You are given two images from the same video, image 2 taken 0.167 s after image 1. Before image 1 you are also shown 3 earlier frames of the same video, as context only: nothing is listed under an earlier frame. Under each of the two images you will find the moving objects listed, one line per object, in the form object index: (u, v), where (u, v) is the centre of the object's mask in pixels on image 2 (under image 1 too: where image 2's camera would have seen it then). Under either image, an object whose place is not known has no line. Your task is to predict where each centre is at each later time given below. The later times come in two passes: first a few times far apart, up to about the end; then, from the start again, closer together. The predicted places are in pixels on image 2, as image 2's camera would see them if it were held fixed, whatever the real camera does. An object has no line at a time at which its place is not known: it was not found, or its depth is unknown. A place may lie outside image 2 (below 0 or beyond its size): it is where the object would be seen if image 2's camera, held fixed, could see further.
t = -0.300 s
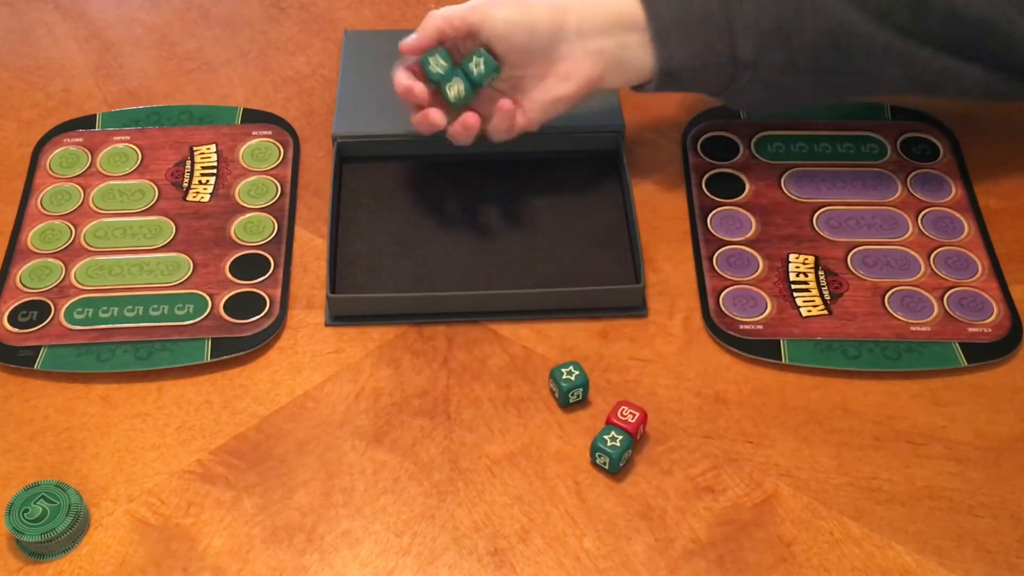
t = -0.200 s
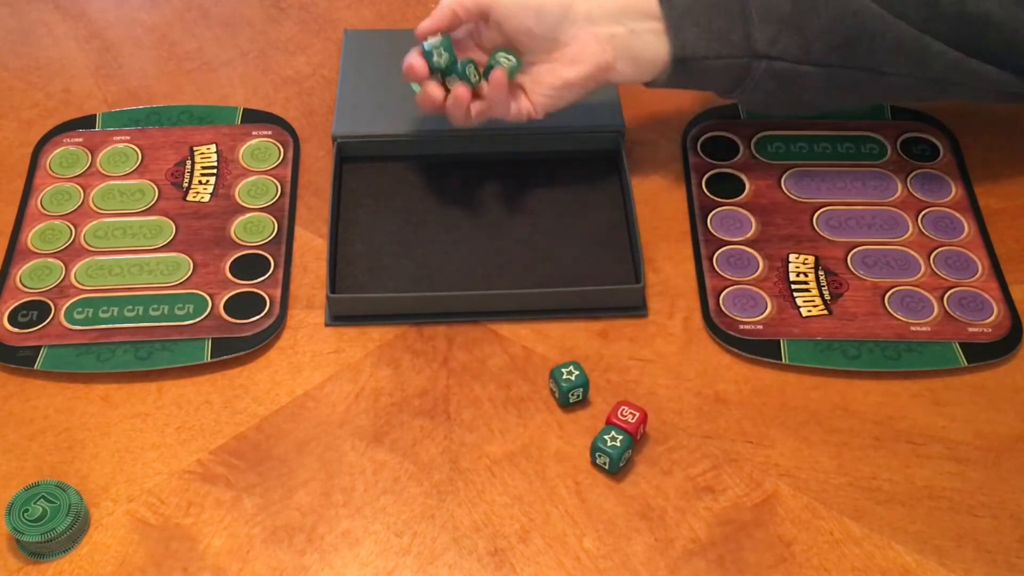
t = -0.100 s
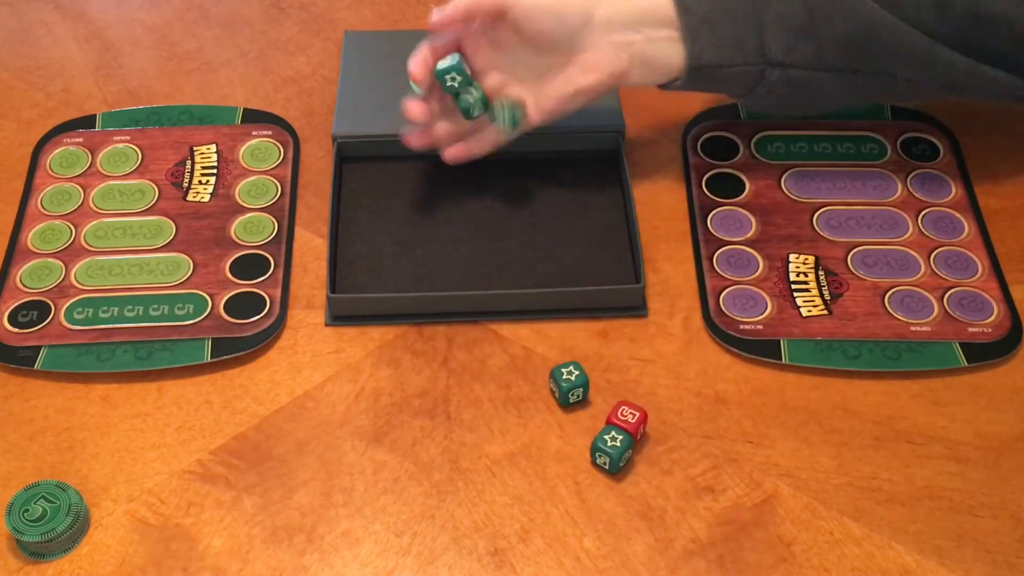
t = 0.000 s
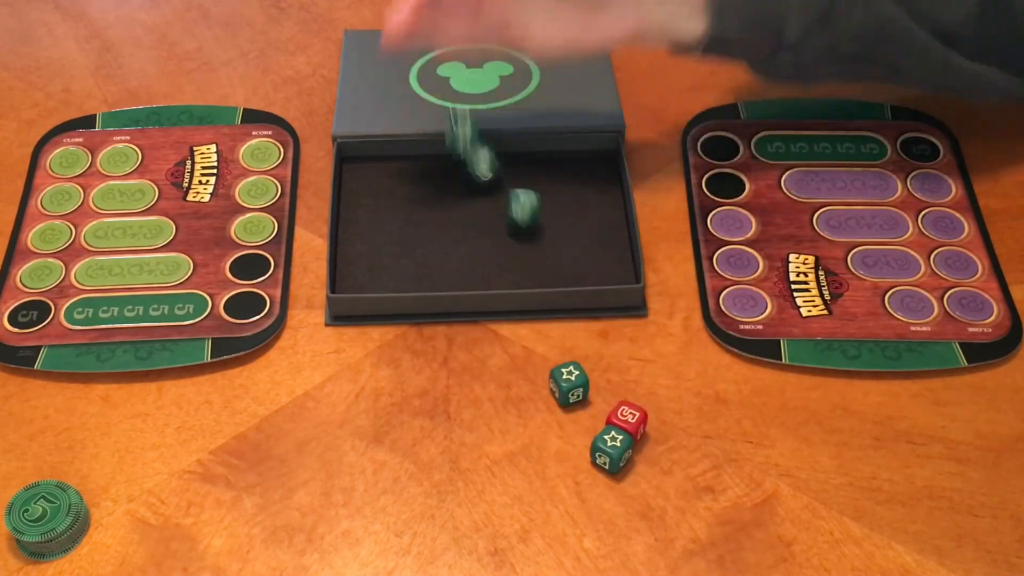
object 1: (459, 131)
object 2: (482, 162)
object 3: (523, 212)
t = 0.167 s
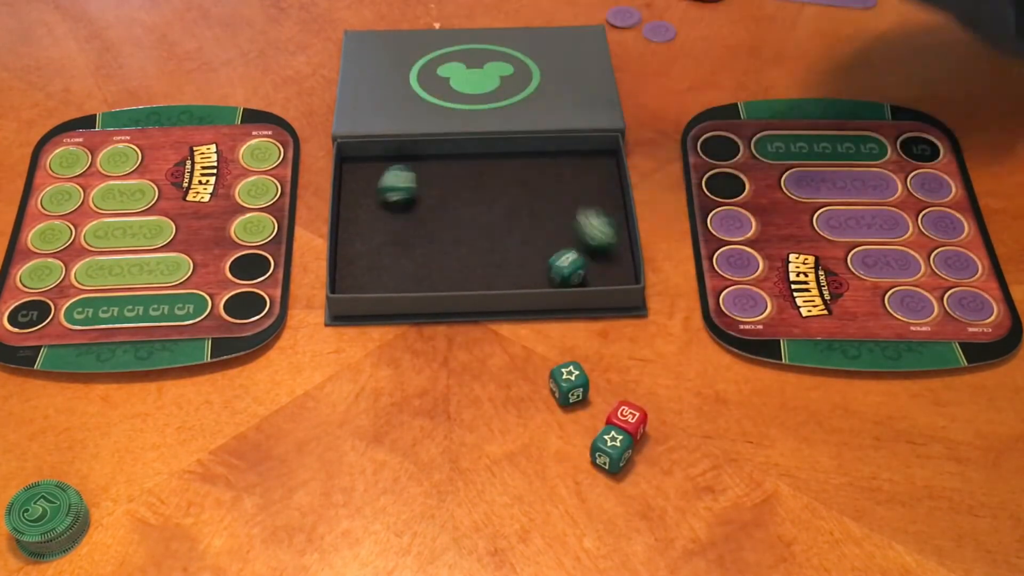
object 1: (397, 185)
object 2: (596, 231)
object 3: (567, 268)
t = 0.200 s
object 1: (382, 188)
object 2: (613, 245)
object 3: (572, 260)
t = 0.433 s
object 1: (358, 198)
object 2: (606, 274)
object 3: (520, 268)
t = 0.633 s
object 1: (362, 200)
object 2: (606, 274)
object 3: (519, 270)
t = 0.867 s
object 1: (363, 201)
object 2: (606, 274)
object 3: (519, 270)
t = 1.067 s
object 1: (363, 201)
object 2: (606, 274)
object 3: (519, 270)
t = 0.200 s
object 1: (382, 188)
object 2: (613, 245)
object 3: (572, 260)
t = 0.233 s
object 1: (373, 188)
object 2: (614, 260)
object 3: (571, 257)
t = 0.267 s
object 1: (361, 187)
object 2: (617, 269)
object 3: (559, 257)
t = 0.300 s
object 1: (356, 187)
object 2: (615, 271)
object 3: (547, 259)
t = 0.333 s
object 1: (359, 190)
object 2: (610, 274)
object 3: (538, 261)
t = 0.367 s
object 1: (360, 195)
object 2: (607, 274)
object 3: (529, 266)
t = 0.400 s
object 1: (358, 196)
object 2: (606, 274)
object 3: (523, 266)
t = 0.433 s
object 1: (358, 198)
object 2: (606, 274)
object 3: (520, 268)
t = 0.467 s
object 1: (358, 200)
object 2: (606, 274)
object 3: (519, 270)
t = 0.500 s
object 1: (359, 202)
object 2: (606, 274)
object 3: (519, 270)
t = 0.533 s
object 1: (361, 201)
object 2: (606, 274)
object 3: (519, 270)
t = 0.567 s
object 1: (362, 201)
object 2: (606, 274)
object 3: (519, 270)
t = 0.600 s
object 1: (362, 200)
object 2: (606, 274)
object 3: (519, 270)
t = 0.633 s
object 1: (362, 200)
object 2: (606, 274)
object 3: (519, 270)
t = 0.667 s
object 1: (362, 200)
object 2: (606, 274)
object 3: (519, 270)
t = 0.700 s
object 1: (362, 200)
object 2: (606, 274)
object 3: (519, 270)
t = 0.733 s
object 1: (362, 201)
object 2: (606, 274)
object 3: (519, 270)
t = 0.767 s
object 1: (362, 201)
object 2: (606, 274)
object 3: (519, 270)
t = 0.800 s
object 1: (362, 201)
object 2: (606, 274)
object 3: (519, 270)
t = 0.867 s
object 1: (363, 201)
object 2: (606, 274)
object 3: (519, 270)
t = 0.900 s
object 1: (363, 201)
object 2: (606, 274)
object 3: (519, 270)
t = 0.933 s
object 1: (363, 201)
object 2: (606, 274)
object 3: (519, 270)
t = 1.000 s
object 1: (363, 201)
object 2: (606, 274)
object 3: (519, 270)
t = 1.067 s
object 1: (363, 201)
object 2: (606, 274)
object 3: (519, 270)
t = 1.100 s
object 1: (363, 201)
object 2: (606, 274)
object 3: (519, 270)
